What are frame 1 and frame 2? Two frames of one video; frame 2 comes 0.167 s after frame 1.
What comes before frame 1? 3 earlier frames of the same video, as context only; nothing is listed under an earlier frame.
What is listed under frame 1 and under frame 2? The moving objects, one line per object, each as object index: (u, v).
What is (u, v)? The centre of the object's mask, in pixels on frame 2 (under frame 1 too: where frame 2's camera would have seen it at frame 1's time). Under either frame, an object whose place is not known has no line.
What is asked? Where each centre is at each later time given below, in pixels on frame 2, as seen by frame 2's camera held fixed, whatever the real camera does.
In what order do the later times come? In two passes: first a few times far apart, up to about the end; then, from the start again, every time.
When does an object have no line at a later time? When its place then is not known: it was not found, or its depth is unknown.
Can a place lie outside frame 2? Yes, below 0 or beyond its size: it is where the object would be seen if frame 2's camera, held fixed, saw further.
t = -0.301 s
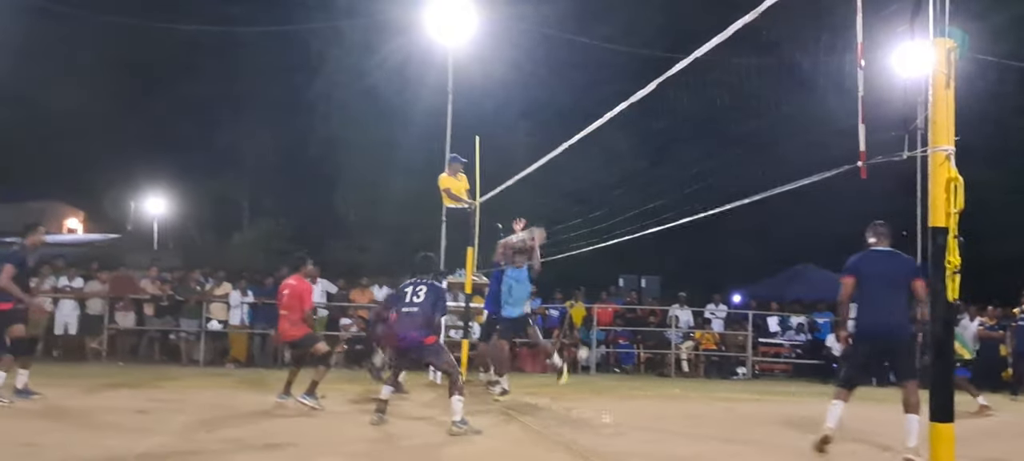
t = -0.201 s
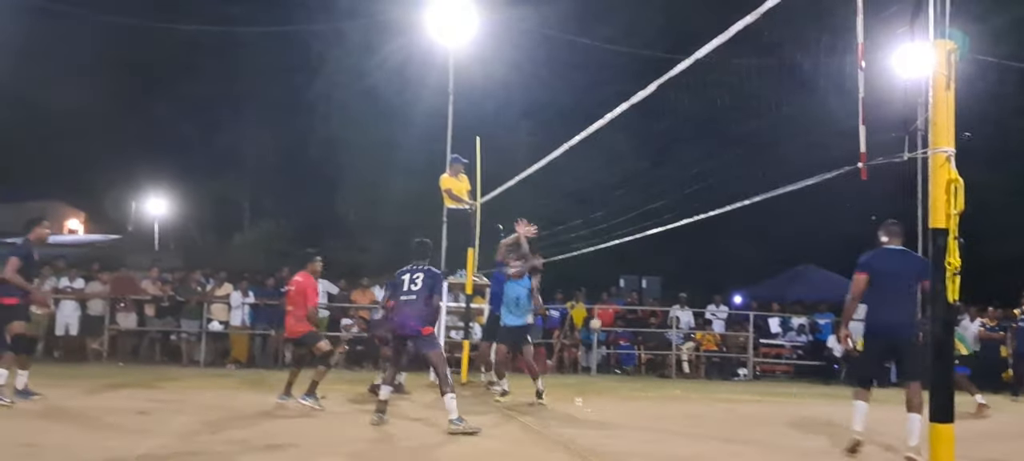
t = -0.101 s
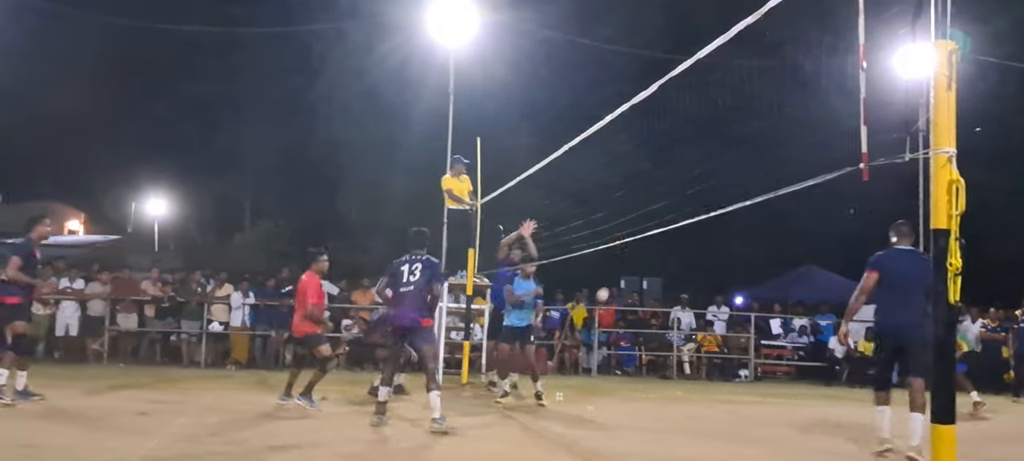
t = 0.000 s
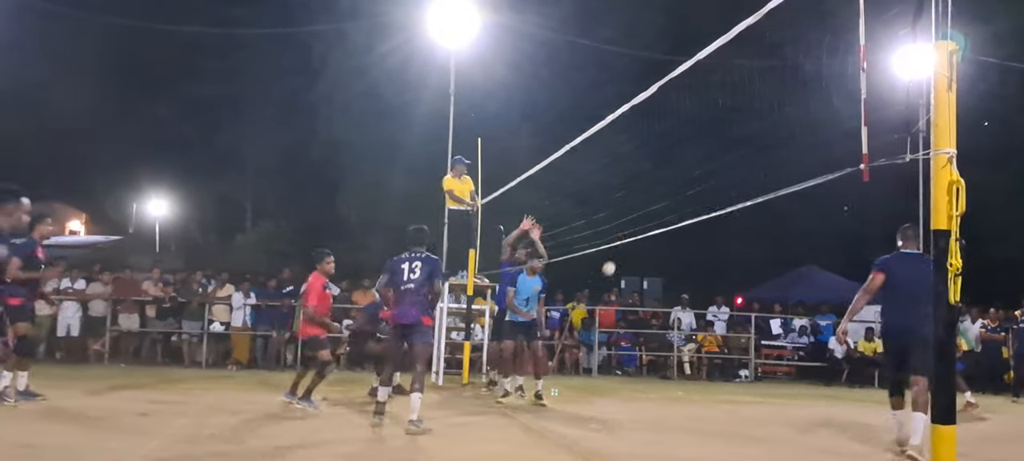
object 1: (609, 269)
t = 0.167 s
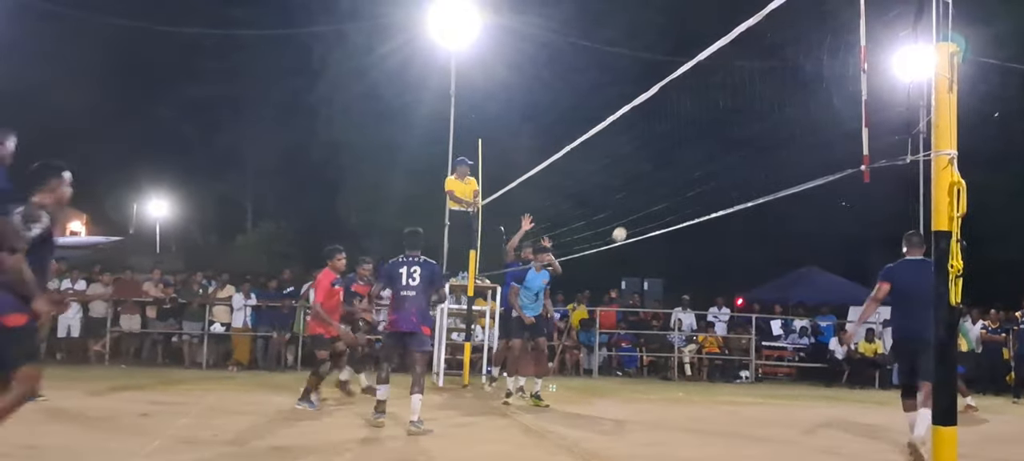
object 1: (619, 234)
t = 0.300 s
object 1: (627, 216)
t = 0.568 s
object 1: (644, 207)
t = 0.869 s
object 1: (666, 254)
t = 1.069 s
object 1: (683, 327)
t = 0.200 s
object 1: (621, 229)
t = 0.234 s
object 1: (623, 224)
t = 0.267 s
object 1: (625, 220)
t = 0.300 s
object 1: (627, 216)
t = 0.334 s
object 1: (630, 213)
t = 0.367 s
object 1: (632, 210)
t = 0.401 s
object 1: (633, 209)
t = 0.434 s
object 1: (636, 207)
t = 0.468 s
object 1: (638, 206)
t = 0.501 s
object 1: (640, 206)
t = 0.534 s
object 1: (642, 206)
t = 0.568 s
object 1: (644, 207)
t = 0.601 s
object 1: (646, 209)
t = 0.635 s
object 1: (649, 212)
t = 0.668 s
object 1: (651, 216)
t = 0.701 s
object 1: (653, 220)
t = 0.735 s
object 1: (655, 224)
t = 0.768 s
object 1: (658, 231)
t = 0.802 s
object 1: (660, 238)
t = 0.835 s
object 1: (663, 245)
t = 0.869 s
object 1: (666, 254)
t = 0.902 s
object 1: (669, 263)
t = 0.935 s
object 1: (672, 274)
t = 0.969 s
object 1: (674, 285)
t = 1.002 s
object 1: (677, 298)
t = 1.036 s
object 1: (681, 312)
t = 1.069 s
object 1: (683, 327)
